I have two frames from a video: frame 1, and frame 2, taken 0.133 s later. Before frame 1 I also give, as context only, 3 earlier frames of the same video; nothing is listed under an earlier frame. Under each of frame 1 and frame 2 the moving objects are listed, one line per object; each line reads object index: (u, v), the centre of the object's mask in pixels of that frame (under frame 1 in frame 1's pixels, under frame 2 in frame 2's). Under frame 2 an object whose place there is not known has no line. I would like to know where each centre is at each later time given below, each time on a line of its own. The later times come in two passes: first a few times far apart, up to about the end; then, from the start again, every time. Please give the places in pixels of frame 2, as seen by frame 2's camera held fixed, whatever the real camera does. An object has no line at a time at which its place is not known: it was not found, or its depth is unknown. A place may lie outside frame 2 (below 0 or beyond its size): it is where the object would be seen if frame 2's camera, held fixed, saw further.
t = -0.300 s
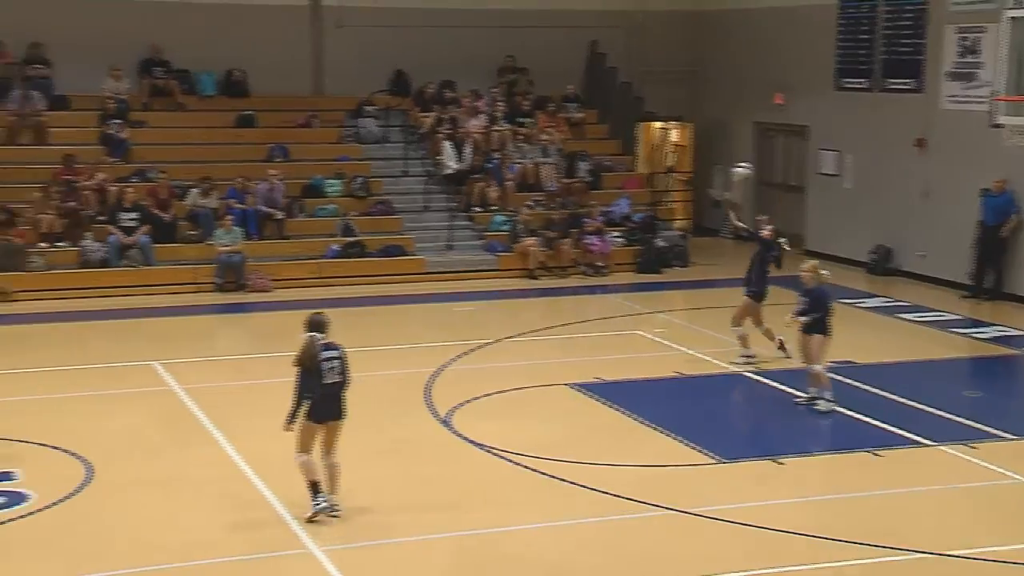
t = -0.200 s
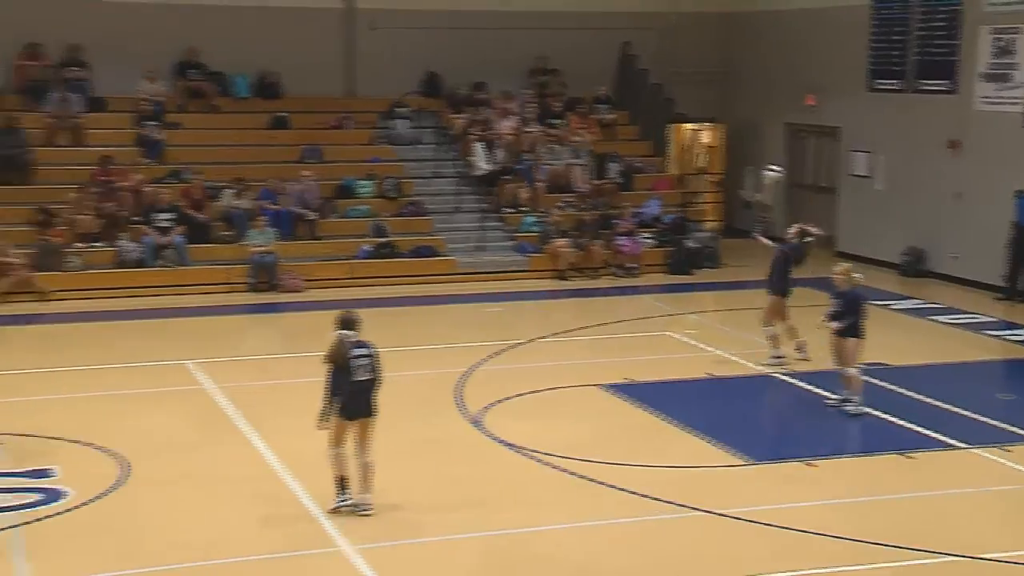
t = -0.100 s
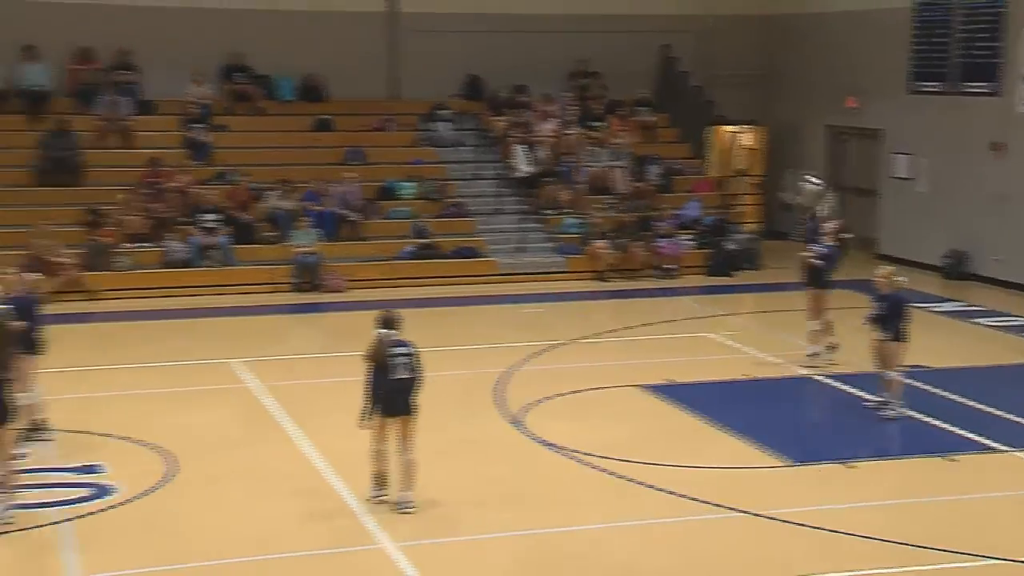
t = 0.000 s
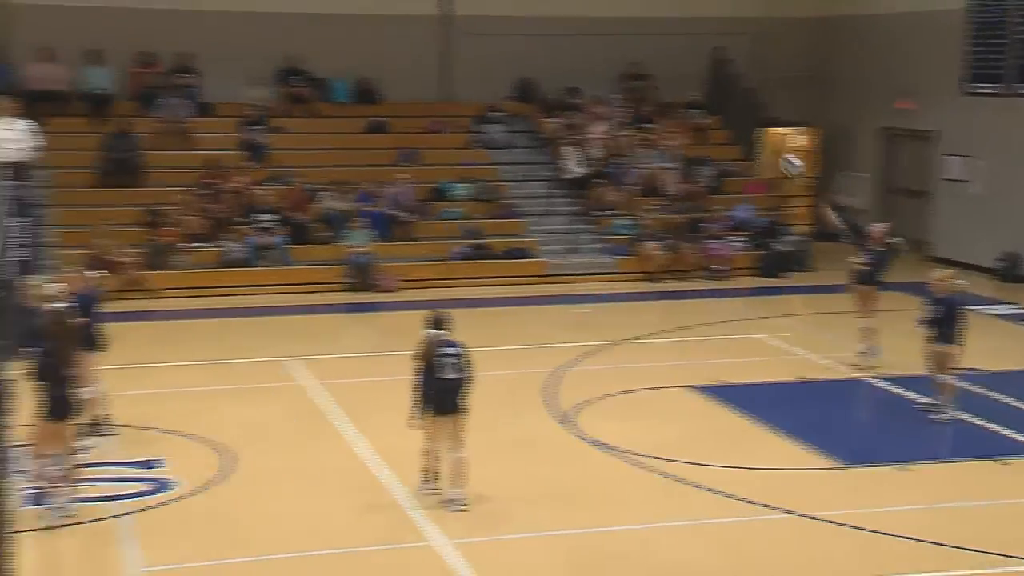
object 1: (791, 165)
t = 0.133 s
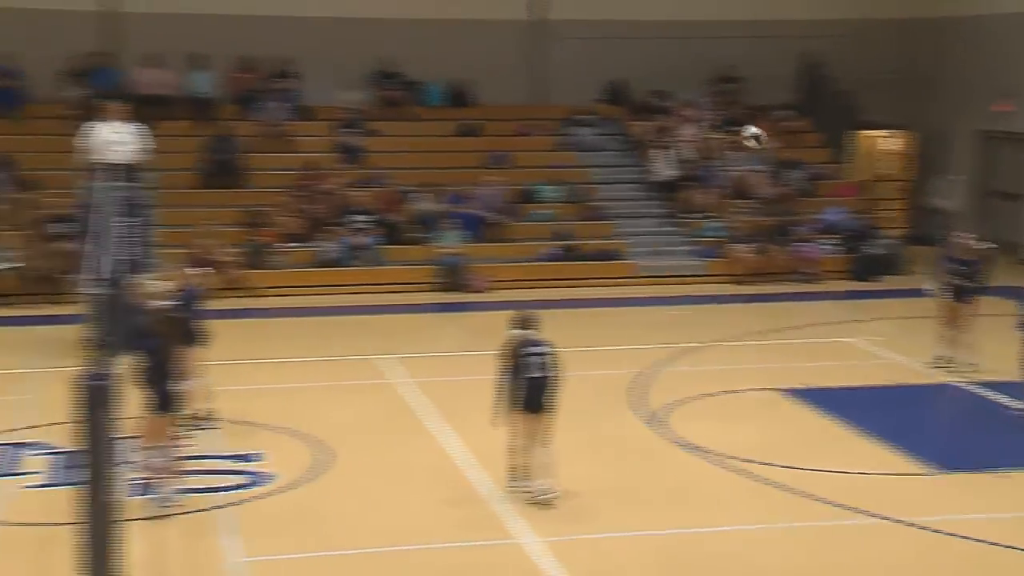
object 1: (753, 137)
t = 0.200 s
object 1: (683, 128)
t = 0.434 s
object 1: (410, 127)
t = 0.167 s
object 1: (717, 131)
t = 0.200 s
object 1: (683, 128)
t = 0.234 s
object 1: (645, 125)
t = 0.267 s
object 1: (609, 123)
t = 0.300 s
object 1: (569, 122)
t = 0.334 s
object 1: (530, 122)
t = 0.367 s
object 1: (491, 123)
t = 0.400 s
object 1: (451, 124)
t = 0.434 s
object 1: (410, 127)
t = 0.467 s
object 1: (366, 131)
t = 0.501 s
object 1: (323, 136)
